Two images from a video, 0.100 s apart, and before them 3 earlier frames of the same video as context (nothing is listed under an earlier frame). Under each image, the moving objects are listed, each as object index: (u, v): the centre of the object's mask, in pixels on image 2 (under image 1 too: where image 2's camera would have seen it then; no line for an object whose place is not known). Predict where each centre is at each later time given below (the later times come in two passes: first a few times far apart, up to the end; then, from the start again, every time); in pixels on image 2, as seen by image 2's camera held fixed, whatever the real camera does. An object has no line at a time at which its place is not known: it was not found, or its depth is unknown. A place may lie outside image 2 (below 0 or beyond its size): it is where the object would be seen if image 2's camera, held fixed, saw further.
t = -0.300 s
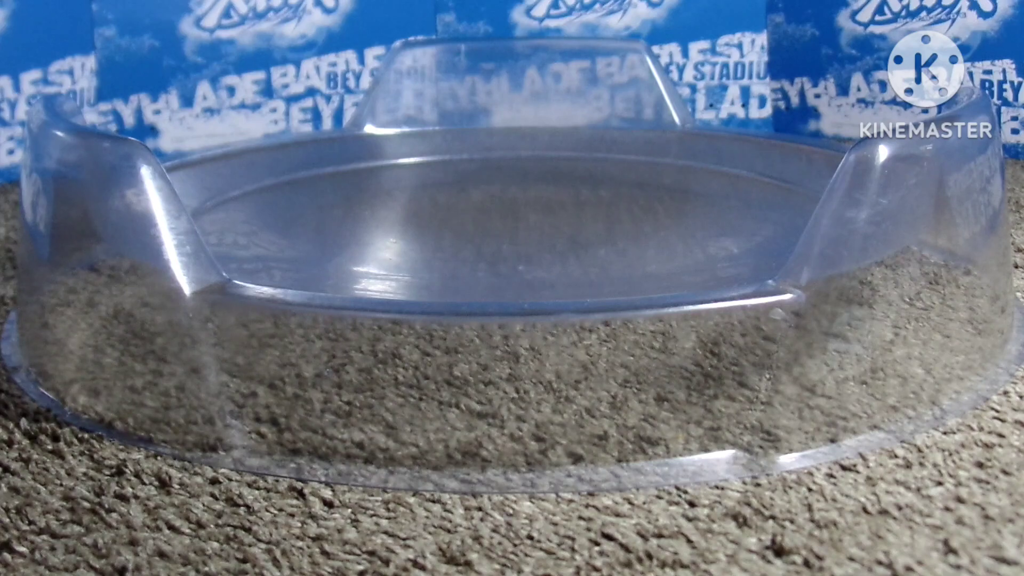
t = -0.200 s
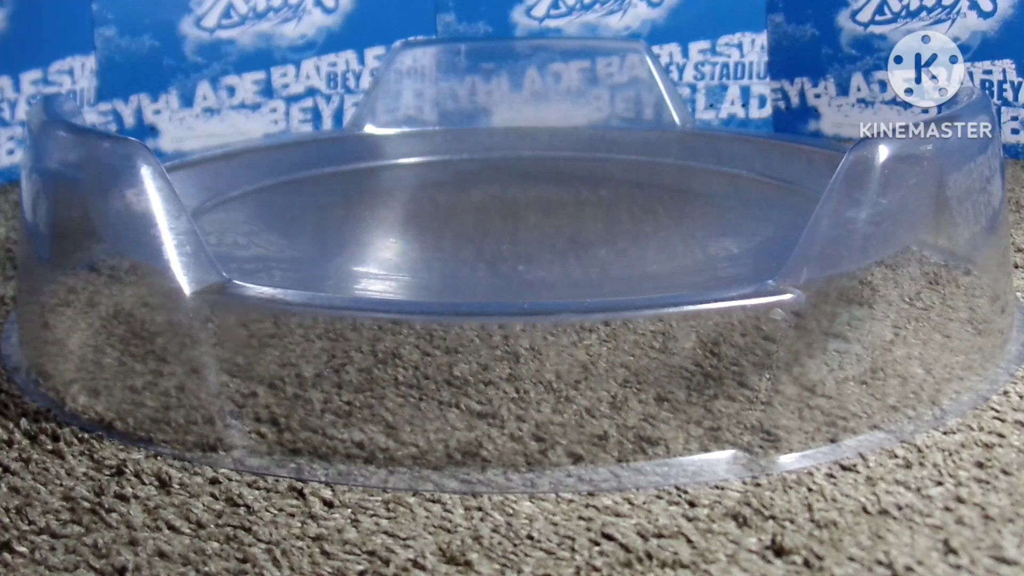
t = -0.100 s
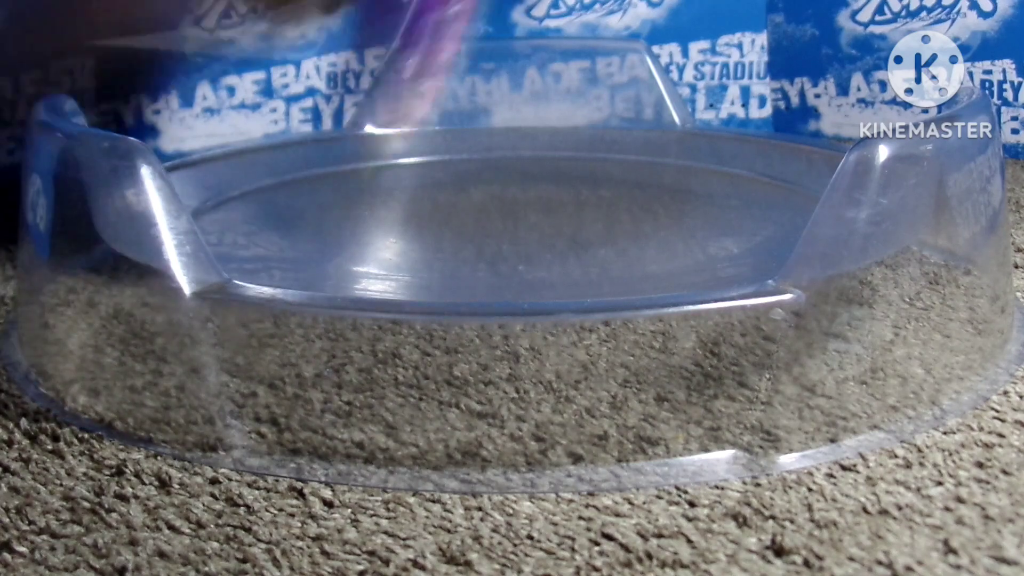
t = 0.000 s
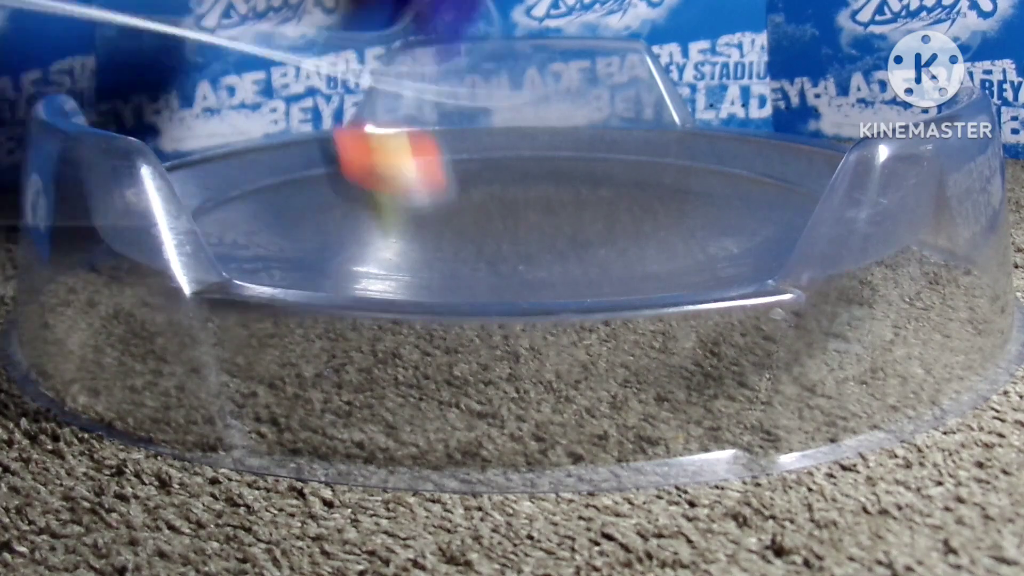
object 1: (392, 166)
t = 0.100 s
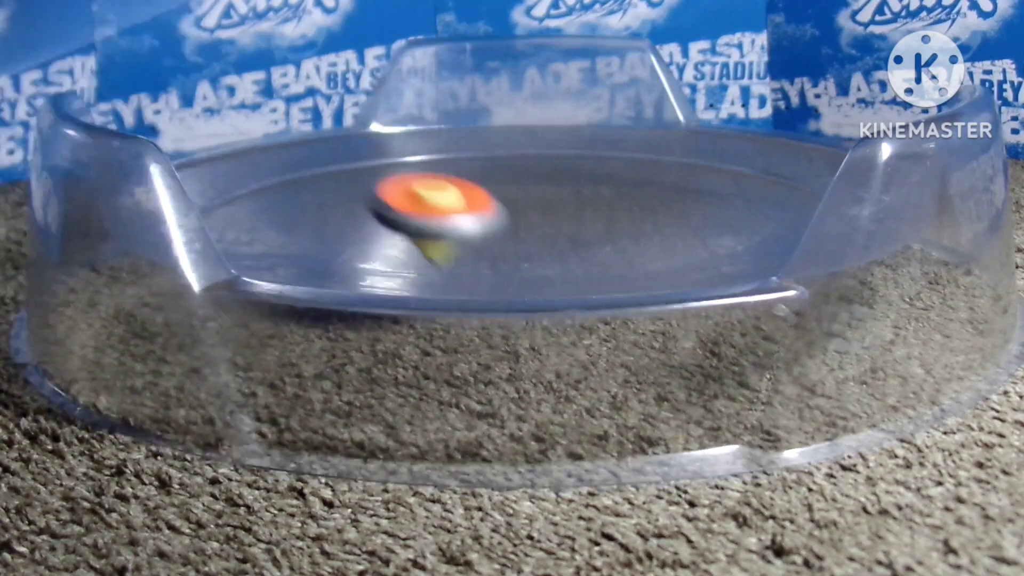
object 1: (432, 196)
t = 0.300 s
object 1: (540, 224)
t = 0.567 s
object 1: (648, 192)
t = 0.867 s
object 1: (631, 159)
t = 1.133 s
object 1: (566, 160)
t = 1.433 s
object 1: (535, 195)
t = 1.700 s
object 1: (577, 213)
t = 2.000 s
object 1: (643, 213)
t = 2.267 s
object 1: (663, 209)
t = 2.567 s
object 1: (626, 212)
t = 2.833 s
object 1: (572, 211)
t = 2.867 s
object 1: (566, 212)
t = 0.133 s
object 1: (453, 221)
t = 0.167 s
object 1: (472, 218)
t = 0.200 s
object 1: (492, 225)
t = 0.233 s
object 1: (508, 226)
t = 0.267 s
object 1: (523, 226)
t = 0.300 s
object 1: (540, 224)
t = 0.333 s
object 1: (557, 222)
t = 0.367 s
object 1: (574, 219)
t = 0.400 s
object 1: (590, 215)
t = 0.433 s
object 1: (606, 211)
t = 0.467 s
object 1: (619, 207)
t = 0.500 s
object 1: (631, 202)
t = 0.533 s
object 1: (640, 197)
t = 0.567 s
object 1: (648, 192)
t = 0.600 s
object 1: (653, 187)
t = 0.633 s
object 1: (656, 182)
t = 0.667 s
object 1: (657, 178)
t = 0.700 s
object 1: (656, 174)
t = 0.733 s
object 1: (653, 170)
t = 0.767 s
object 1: (649, 166)
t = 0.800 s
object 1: (644, 164)
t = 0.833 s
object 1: (638, 161)
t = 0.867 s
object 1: (631, 159)
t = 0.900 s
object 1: (624, 158)
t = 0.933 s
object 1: (616, 157)
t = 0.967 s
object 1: (608, 156)
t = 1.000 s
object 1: (600, 156)
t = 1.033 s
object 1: (591, 156)
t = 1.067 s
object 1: (583, 157)
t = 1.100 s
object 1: (574, 158)
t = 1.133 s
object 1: (566, 160)
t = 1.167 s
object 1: (558, 162)
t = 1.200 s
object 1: (551, 165)
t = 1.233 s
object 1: (546, 167)
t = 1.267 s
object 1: (541, 170)
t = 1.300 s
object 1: (537, 174)
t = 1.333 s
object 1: (534, 177)
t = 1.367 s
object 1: (533, 181)
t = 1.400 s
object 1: (534, 191)
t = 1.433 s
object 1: (535, 195)
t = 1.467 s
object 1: (537, 198)
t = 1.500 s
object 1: (540, 193)
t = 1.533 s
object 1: (545, 203)
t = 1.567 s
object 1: (550, 206)
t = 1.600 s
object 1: (556, 208)
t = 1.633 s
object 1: (563, 210)
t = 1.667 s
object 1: (570, 212)
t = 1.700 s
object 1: (577, 213)
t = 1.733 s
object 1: (585, 214)
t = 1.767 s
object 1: (592, 214)
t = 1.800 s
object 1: (600, 215)
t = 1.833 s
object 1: (608, 215)
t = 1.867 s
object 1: (616, 215)
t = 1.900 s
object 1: (623, 215)
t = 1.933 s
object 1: (630, 214)
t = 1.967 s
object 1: (637, 214)
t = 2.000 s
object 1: (643, 213)
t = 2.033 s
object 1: (649, 213)
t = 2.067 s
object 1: (653, 212)
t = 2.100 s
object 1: (657, 211)
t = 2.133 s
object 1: (660, 210)
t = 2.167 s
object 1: (662, 210)
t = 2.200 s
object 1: (663, 209)
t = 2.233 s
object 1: (663, 209)
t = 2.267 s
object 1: (663, 209)
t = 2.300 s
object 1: (662, 209)
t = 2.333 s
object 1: (660, 209)
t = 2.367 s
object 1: (657, 209)
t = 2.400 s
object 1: (653, 209)
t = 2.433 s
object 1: (649, 209)
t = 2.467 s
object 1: (644, 210)
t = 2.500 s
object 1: (637, 210)
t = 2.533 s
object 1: (633, 211)
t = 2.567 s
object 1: (626, 212)
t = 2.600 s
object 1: (619, 213)
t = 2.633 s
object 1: (612, 214)
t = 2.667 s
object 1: (605, 214)
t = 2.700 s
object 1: (598, 215)
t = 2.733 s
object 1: (594, 217)
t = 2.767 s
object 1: (587, 218)
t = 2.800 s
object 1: (578, 210)
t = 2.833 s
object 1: (572, 211)
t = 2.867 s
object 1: (566, 212)
